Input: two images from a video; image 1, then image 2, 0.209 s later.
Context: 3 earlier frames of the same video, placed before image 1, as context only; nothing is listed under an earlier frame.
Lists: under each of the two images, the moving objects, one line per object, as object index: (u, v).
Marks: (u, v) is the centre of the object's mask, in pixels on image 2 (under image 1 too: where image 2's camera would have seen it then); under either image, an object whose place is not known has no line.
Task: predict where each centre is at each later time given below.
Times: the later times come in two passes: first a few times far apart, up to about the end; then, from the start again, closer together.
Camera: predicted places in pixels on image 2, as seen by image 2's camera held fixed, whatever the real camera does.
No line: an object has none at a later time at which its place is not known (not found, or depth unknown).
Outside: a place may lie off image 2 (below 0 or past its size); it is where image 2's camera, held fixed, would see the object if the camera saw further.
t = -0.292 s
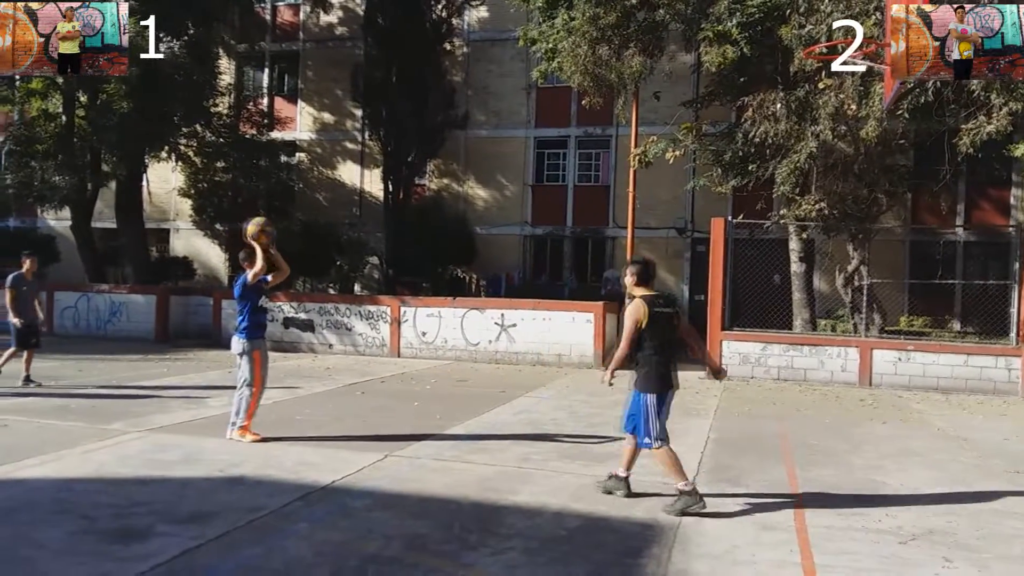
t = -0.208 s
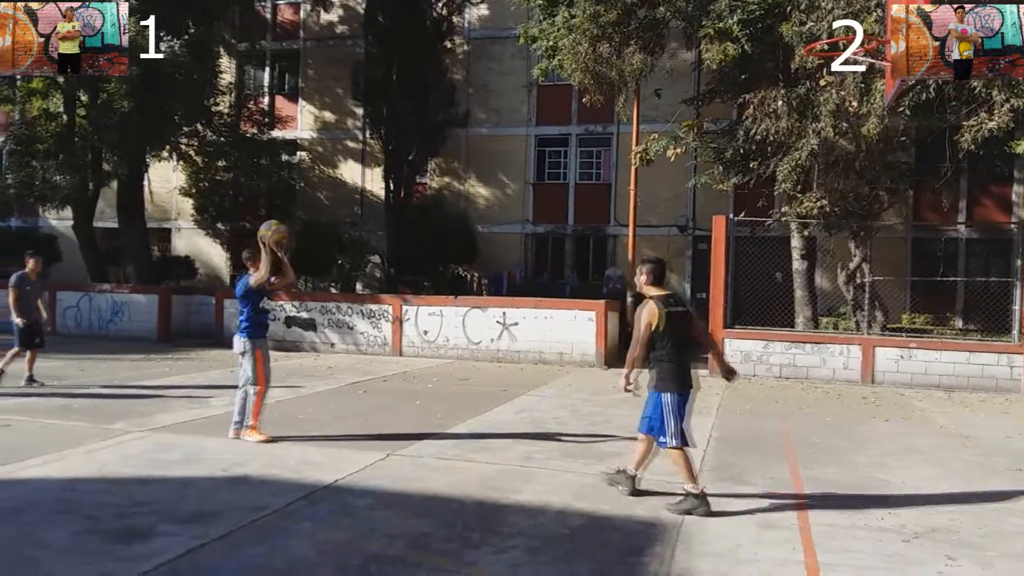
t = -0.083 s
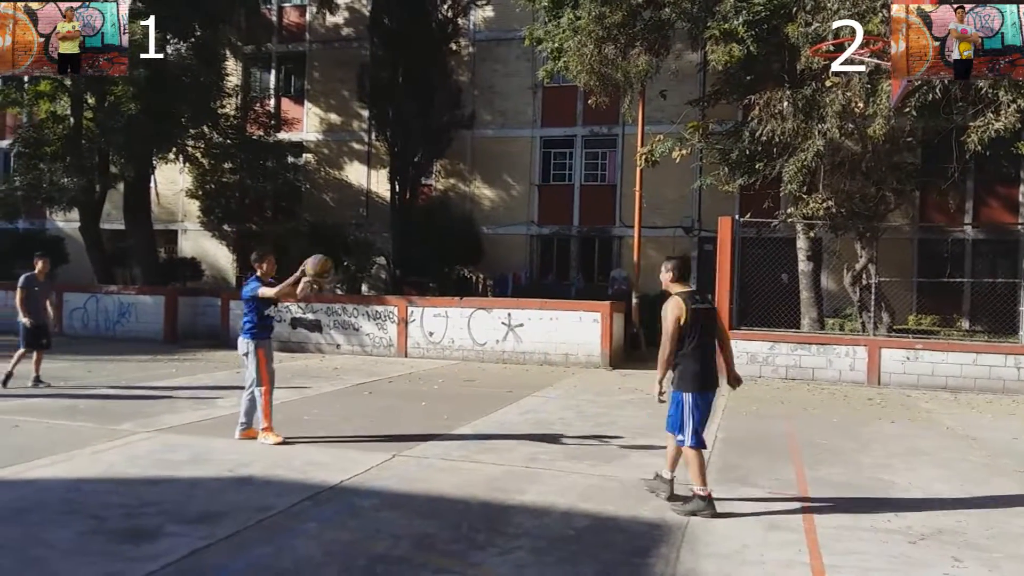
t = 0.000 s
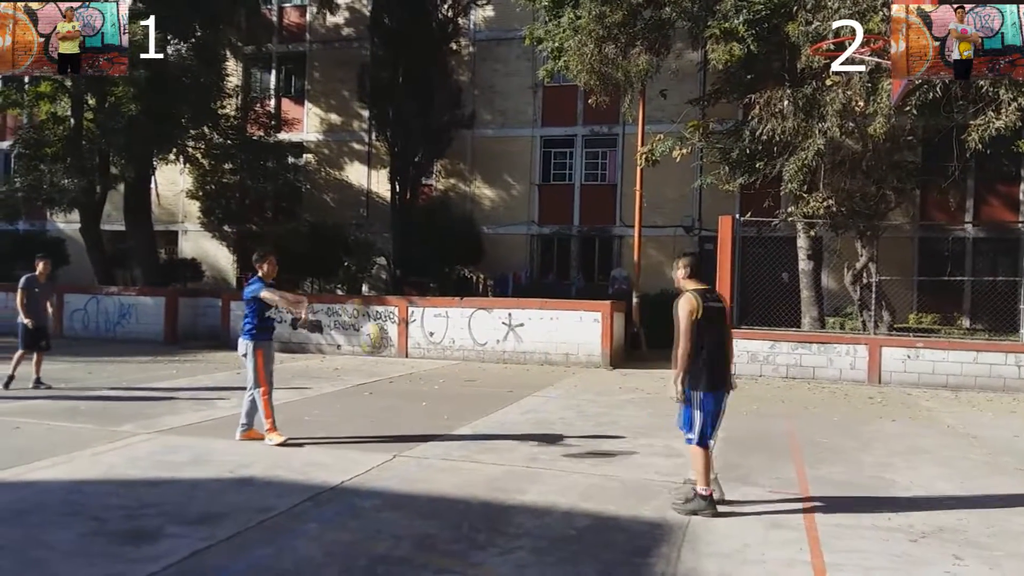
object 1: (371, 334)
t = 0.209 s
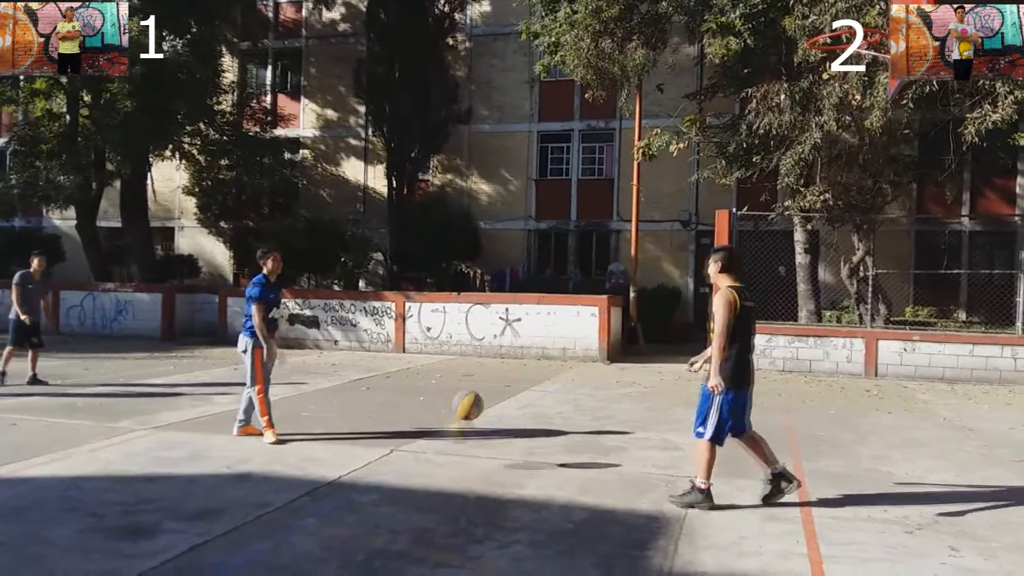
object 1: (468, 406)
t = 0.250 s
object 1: (478, 385)
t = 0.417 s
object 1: (531, 295)
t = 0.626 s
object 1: (603, 224)
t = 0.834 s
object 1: (686, 208)
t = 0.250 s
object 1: (478, 385)
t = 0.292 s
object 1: (490, 363)
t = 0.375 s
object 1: (520, 312)
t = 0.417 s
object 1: (531, 295)
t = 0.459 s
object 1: (543, 280)
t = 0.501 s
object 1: (560, 260)
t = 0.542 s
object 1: (577, 245)
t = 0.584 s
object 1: (591, 233)
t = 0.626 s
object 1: (603, 224)
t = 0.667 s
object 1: (616, 216)
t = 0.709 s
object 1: (639, 209)
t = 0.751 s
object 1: (653, 207)
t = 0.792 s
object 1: (670, 206)
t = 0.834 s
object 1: (686, 208)
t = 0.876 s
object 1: (707, 214)
